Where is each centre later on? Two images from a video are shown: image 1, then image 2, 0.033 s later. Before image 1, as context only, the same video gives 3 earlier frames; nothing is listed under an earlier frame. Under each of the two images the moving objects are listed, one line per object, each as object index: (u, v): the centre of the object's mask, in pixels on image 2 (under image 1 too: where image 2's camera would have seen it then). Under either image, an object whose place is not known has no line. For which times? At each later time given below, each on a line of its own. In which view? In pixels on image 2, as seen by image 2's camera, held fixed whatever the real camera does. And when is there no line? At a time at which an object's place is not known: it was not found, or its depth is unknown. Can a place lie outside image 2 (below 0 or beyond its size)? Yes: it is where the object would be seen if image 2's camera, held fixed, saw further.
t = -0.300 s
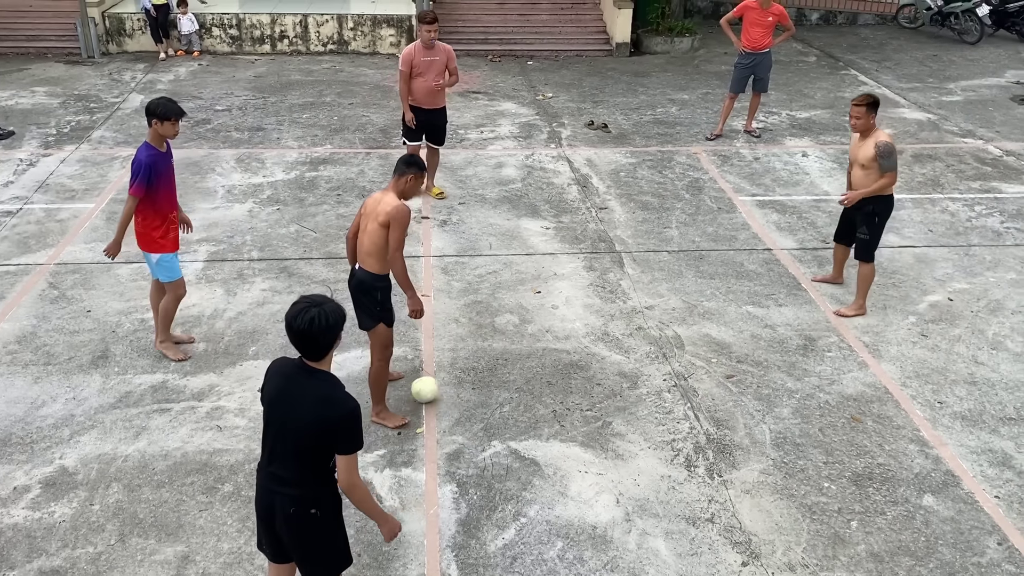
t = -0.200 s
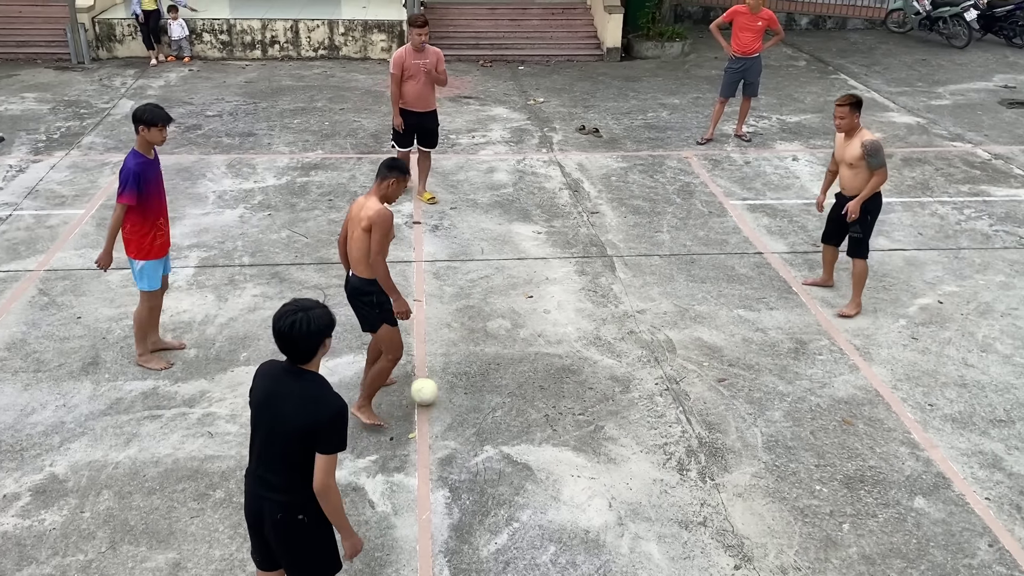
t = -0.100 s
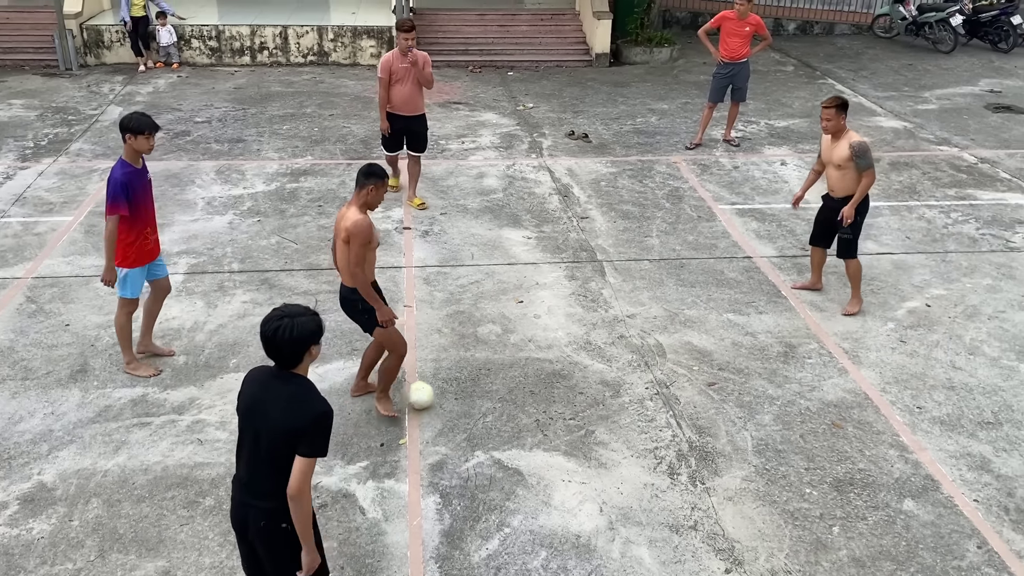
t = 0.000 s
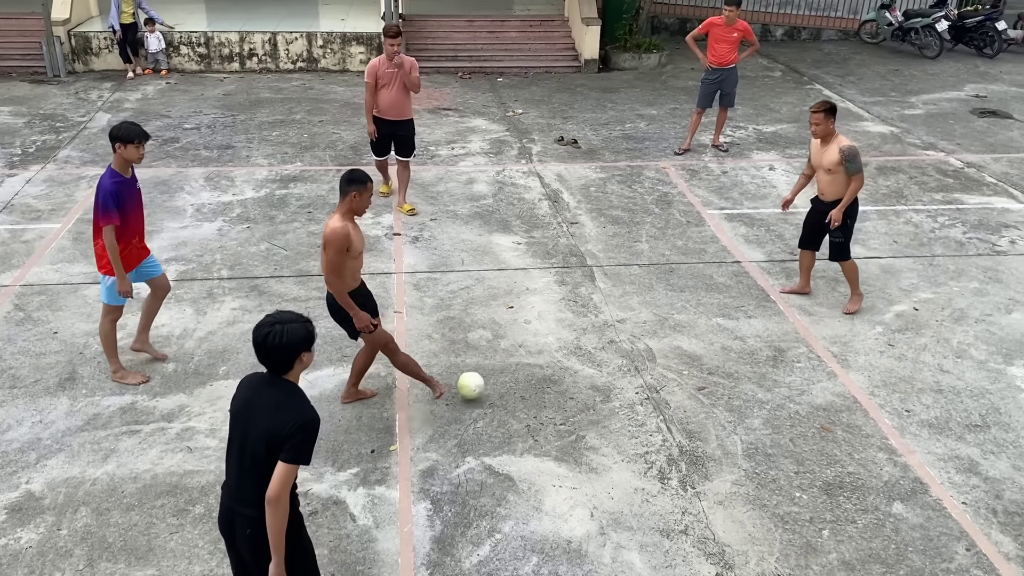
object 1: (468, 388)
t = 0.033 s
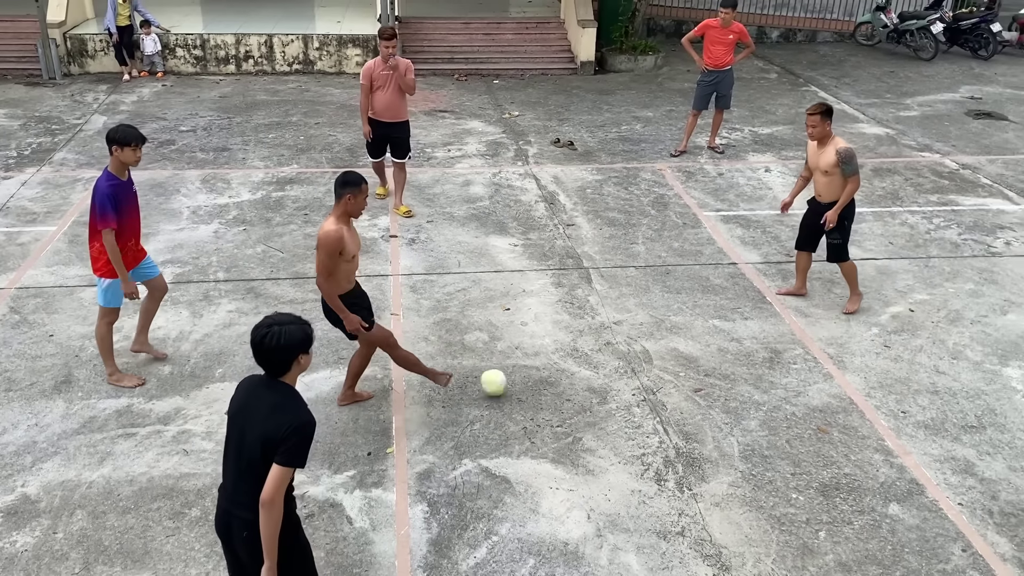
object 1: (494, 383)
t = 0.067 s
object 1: (519, 379)
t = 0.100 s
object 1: (543, 375)
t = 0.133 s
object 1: (564, 369)
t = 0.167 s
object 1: (586, 364)
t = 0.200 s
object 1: (605, 361)
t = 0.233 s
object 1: (624, 356)
